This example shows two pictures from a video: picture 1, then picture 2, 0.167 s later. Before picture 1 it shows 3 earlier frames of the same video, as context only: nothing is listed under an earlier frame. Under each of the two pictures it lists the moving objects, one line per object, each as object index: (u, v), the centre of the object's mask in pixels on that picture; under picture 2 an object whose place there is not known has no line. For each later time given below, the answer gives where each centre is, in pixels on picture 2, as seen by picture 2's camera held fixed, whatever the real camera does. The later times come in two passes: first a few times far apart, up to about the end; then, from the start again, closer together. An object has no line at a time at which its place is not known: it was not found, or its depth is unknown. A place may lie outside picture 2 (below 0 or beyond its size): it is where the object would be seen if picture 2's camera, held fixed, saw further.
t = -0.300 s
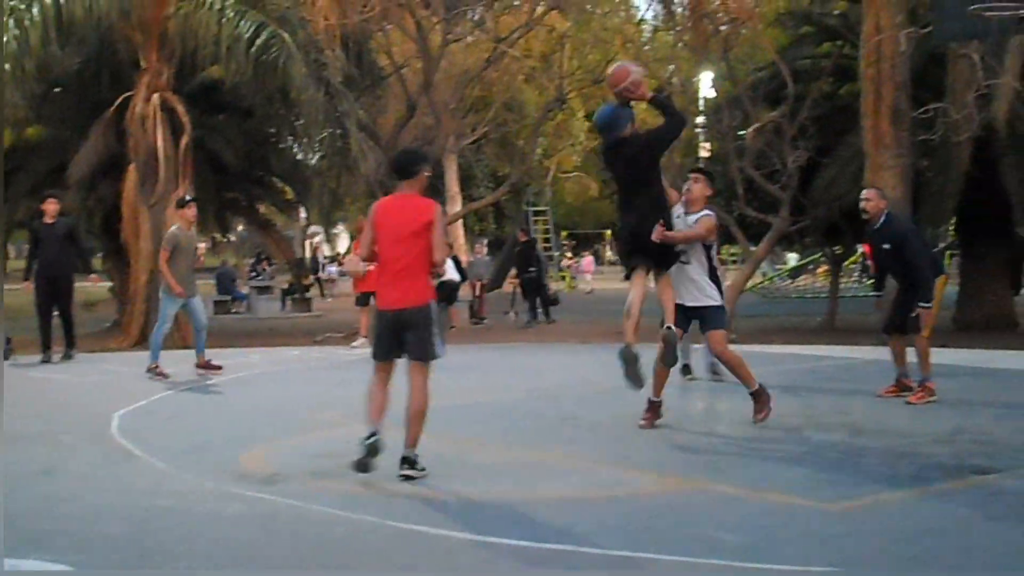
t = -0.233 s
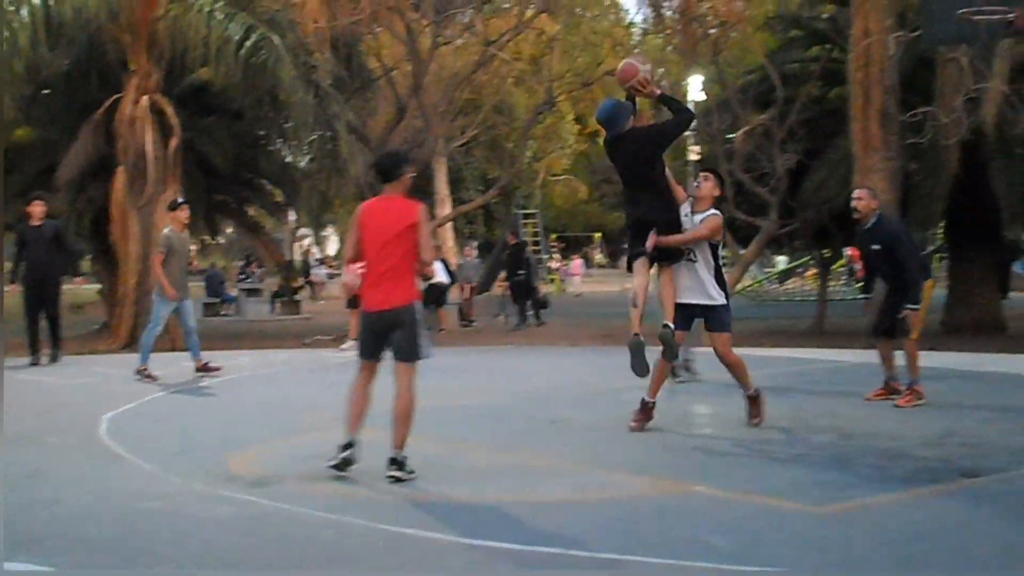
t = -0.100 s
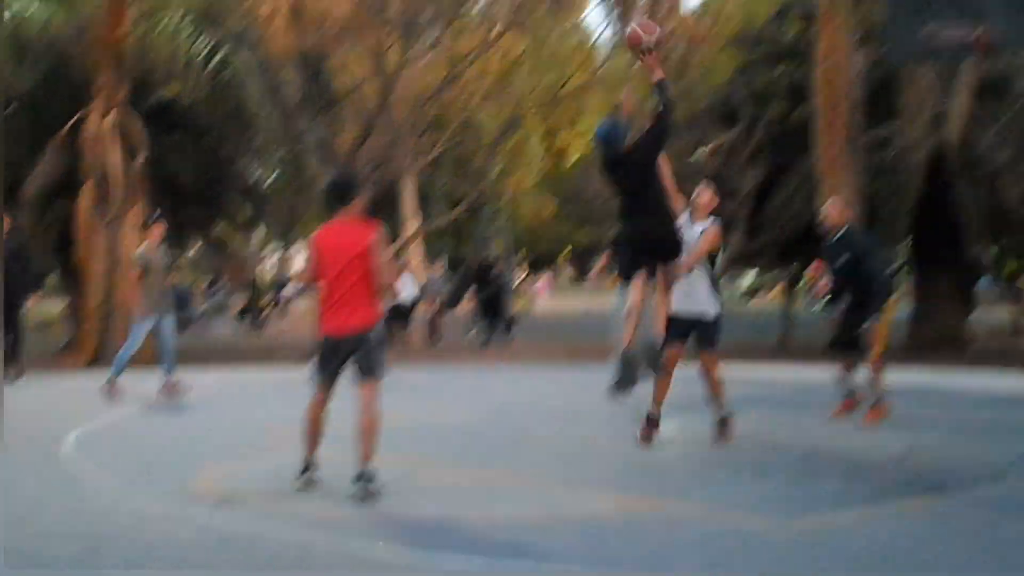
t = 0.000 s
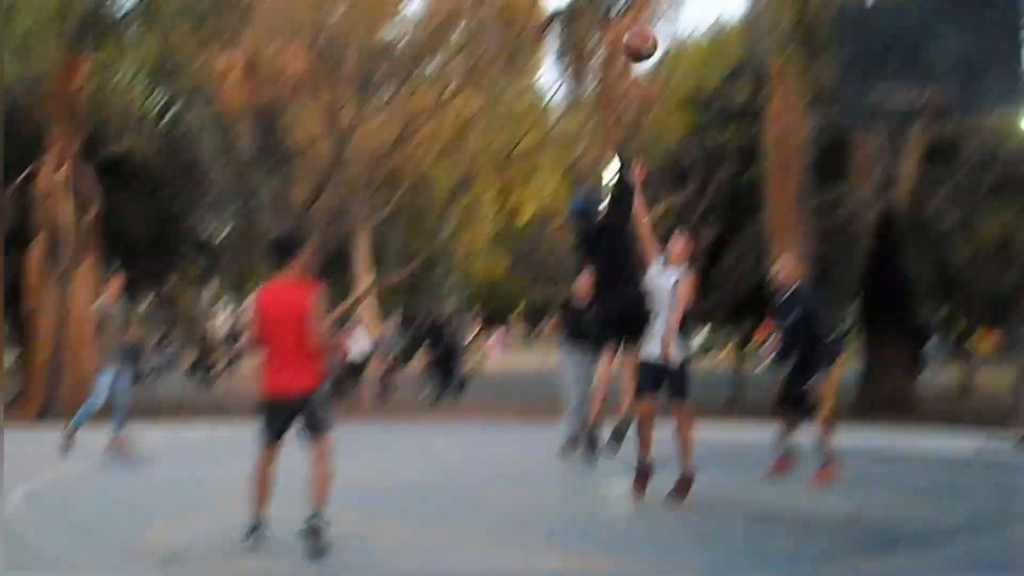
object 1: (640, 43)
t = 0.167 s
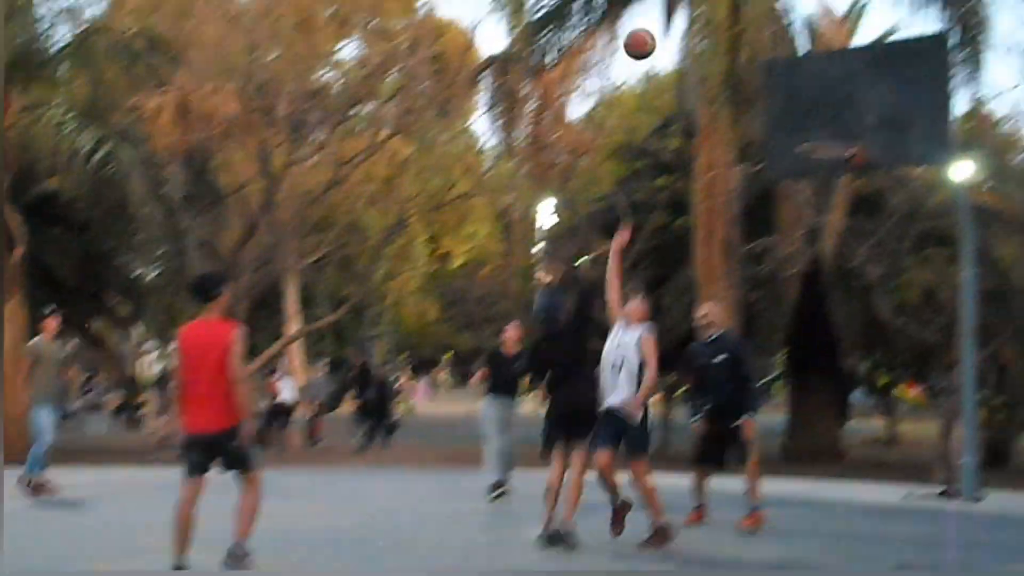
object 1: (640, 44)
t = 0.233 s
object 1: (665, 35)
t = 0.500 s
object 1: (755, 55)
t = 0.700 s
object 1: (813, 126)
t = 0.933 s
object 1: (824, 80)
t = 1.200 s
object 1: (809, 80)
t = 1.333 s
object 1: (802, 113)
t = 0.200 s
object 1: (652, 38)
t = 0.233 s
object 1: (665, 35)
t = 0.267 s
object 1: (676, 32)
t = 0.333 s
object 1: (698, 31)
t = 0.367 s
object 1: (710, 34)
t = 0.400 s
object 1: (721, 37)
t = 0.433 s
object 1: (732, 42)
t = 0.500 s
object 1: (755, 55)
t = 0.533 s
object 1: (765, 64)
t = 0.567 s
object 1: (775, 73)
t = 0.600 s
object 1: (784, 84)
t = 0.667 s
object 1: (803, 110)
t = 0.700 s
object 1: (813, 126)
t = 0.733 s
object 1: (824, 132)
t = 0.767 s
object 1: (829, 125)
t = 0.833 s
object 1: (830, 102)
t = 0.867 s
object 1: (828, 93)
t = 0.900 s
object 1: (826, 86)
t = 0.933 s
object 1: (824, 80)
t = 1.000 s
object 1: (821, 72)
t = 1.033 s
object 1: (819, 70)
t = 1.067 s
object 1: (817, 70)
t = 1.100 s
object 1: (815, 70)
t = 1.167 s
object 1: (811, 76)
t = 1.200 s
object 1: (809, 80)
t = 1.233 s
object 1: (808, 86)
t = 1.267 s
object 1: (806, 93)
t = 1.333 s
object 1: (802, 113)
